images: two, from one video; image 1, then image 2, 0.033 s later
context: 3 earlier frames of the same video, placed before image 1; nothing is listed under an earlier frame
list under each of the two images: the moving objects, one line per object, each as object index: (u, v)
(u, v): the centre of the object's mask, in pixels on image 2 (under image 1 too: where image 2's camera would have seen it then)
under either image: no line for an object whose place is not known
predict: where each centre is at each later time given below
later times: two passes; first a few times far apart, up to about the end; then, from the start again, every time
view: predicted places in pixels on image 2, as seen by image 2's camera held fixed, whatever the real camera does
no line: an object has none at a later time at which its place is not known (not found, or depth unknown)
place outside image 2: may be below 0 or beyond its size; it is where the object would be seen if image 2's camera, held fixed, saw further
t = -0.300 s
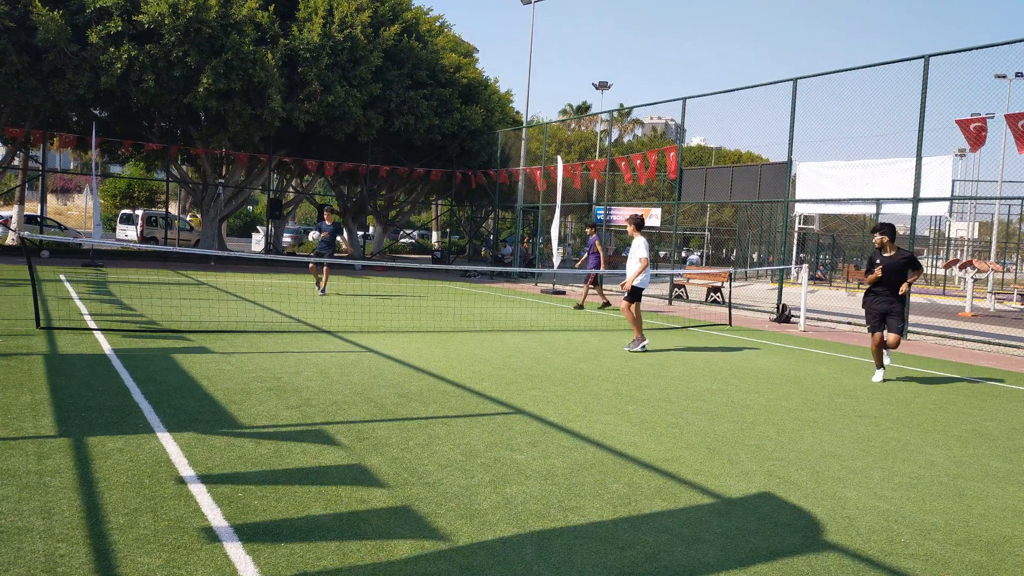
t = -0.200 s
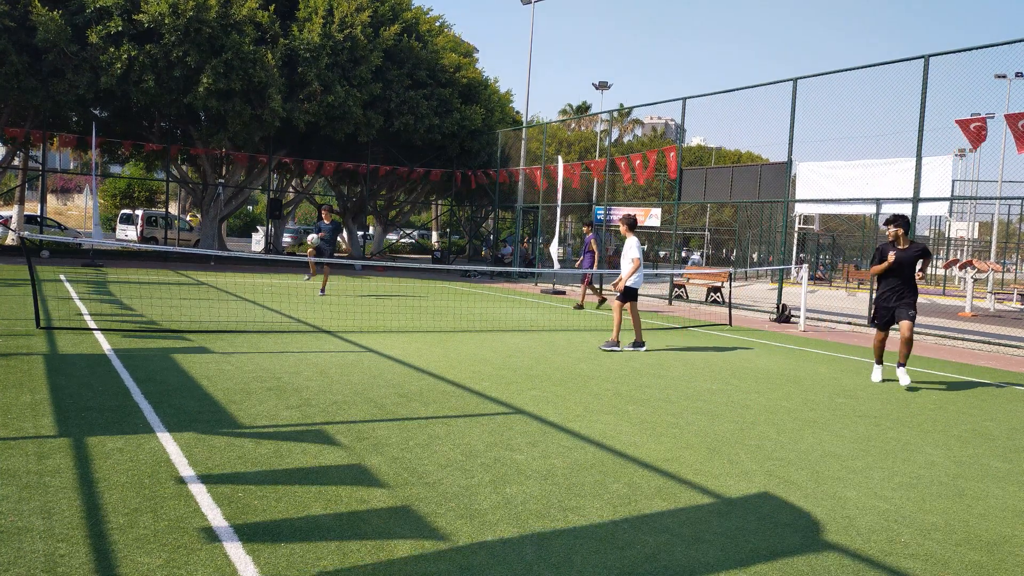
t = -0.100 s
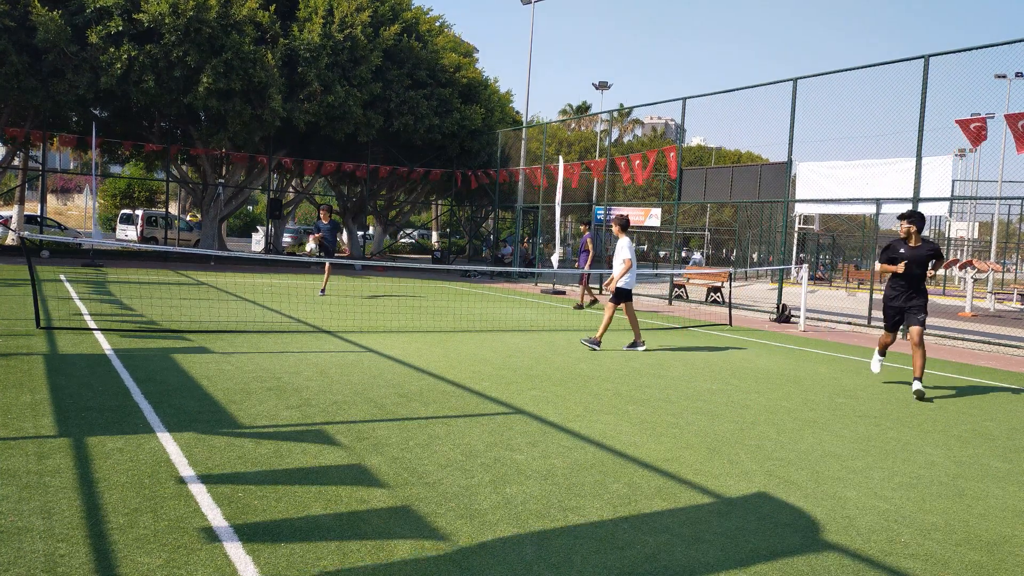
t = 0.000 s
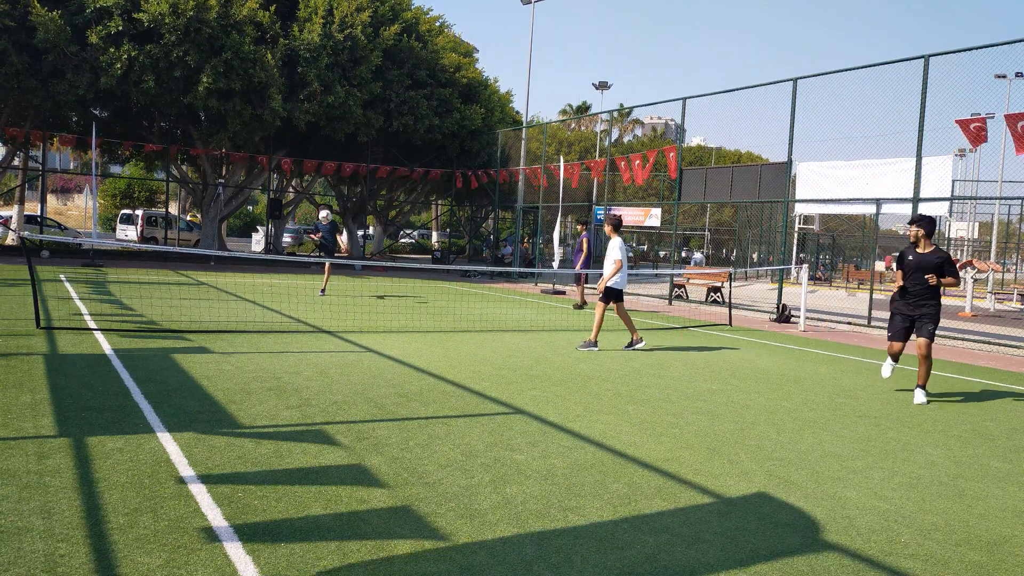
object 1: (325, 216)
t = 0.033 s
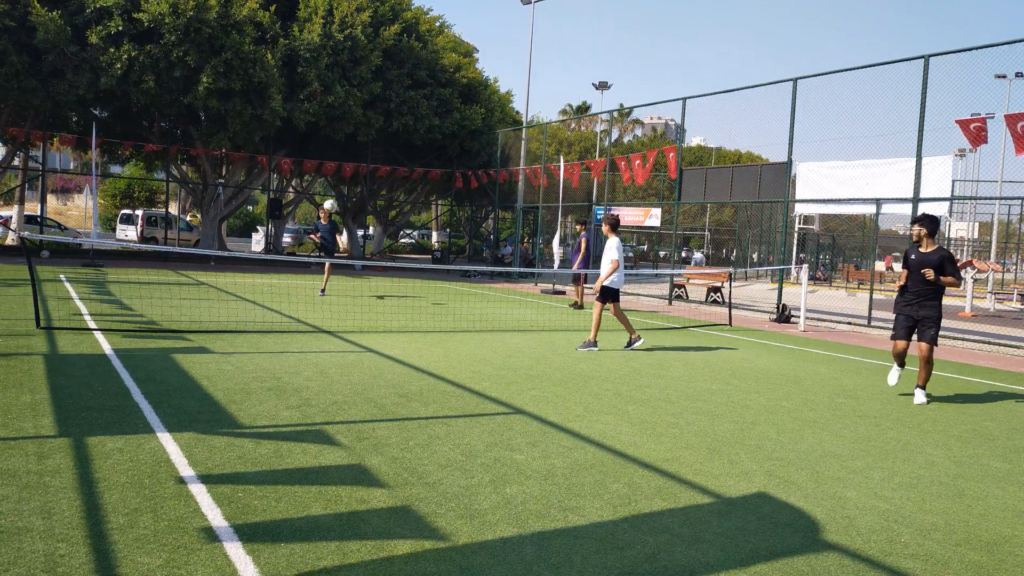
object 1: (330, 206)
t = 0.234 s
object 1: (362, 152)
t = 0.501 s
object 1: (409, 112)
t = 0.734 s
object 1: (457, 117)
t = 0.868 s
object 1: (487, 143)
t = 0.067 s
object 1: (335, 195)
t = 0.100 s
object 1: (340, 185)
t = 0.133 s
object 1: (345, 176)
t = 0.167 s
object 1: (351, 167)
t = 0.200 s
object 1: (356, 159)
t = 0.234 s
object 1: (362, 152)
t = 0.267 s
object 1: (367, 144)
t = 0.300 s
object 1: (373, 137)
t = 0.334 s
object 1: (378, 132)
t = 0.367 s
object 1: (384, 126)
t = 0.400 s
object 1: (391, 121)
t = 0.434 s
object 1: (397, 117)
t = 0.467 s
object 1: (403, 114)
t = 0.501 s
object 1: (409, 112)
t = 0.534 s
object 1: (416, 110)
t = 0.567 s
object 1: (422, 109)
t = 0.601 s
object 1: (429, 108)
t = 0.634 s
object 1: (436, 109)
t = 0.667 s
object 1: (443, 111)
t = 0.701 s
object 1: (450, 114)
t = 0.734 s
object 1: (457, 117)
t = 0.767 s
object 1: (464, 122)
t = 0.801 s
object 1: (472, 128)
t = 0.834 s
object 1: (479, 135)
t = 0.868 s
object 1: (487, 143)
